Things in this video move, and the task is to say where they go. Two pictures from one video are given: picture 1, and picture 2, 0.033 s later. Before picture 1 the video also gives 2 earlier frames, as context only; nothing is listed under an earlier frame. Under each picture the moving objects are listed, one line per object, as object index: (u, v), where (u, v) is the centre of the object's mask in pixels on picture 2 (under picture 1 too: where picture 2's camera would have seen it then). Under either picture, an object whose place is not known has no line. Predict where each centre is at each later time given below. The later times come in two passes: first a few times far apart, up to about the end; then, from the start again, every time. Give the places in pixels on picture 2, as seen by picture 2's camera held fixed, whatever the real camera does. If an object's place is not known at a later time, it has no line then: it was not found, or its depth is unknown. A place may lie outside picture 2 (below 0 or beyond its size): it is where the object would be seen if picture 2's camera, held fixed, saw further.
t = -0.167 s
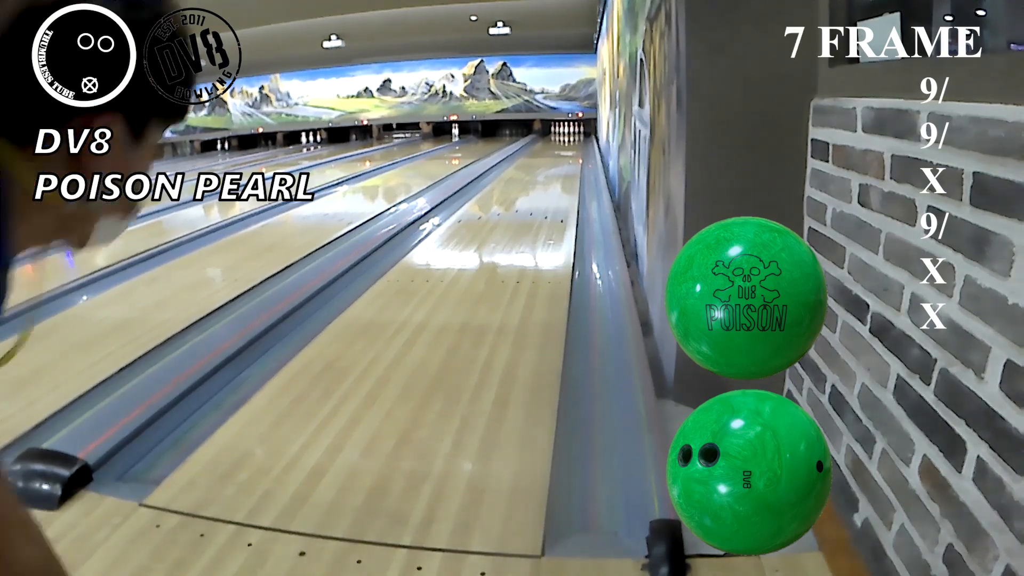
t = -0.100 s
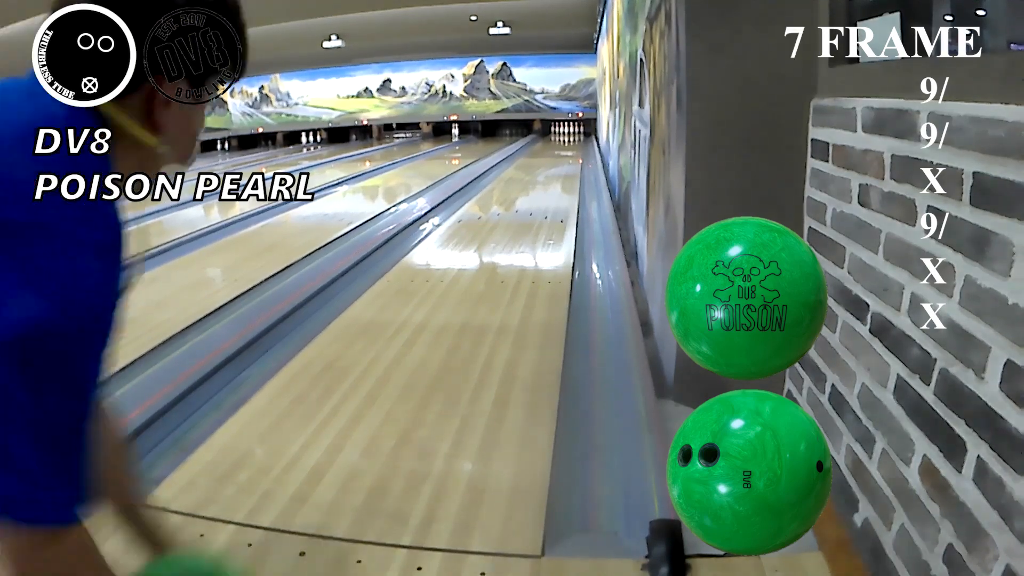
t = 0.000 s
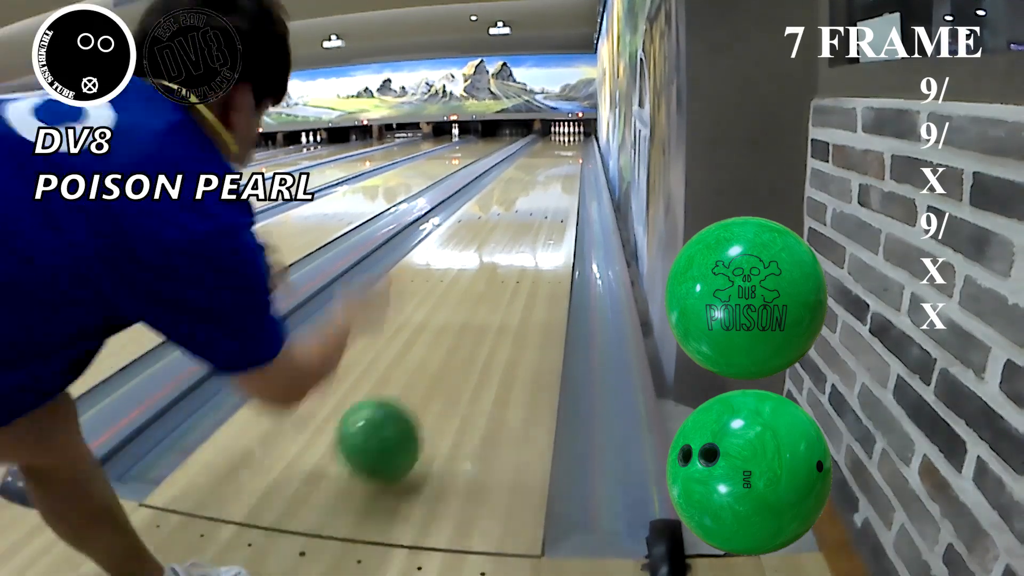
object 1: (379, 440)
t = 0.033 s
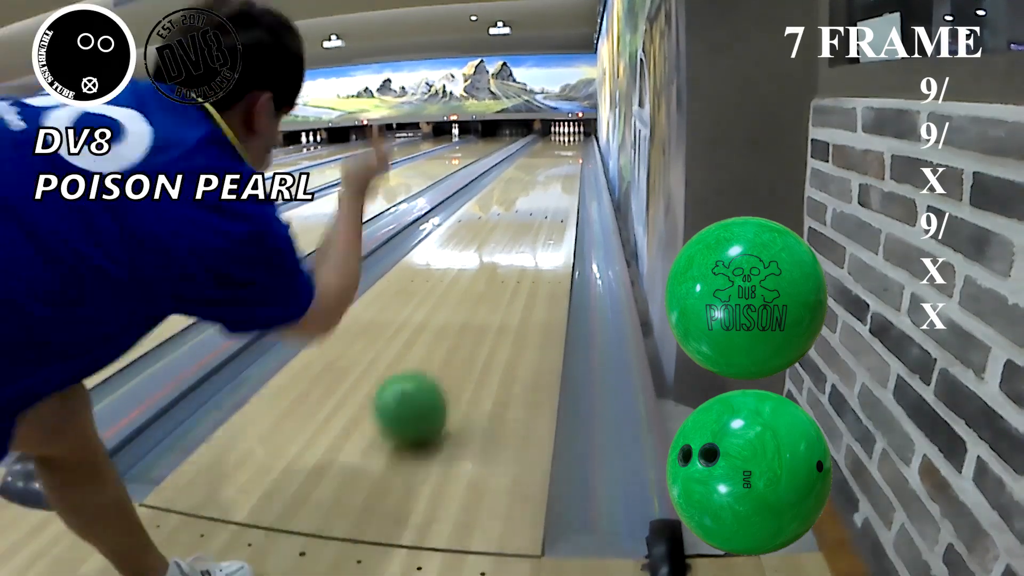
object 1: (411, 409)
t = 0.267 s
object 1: (510, 257)
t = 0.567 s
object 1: (549, 196)
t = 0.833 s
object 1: (562, 172)
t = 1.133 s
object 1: (569, 157)
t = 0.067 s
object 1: (434, 372)
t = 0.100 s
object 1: (454, 344)
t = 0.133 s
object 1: (469, 320)
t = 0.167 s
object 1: (482, 300)
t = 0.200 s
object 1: (493, 284)
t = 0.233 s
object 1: (502, 270)
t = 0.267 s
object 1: (510, 257)
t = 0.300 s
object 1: (517, 247)
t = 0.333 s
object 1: (522, 238)
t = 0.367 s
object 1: (527, 230)
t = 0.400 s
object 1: (532, 222)
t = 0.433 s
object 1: (536, 216)
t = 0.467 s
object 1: (540, 210)
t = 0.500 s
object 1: (543, 205)
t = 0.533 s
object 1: (546, 200)
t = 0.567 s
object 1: (549, 196)
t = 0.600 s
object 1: (551, 192)
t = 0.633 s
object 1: (553, 189)
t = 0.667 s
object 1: (555, 186)
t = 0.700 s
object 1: (557, 183)
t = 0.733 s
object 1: (558, 180)
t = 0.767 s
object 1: (560, 177)
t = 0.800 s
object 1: (561, 175)
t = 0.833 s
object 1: (562, 172)
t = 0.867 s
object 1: (563, 170)
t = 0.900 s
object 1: (565, 168)
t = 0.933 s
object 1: (566, 166)
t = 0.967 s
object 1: (566, 164)
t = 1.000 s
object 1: (567, 163)
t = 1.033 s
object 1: (568, 161)
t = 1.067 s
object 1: (569, 160)
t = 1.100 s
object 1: (569, 158)
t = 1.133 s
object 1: (569, 157)
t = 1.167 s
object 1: (569, 155)
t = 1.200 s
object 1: (570, 154)
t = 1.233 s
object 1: (570, 153)
